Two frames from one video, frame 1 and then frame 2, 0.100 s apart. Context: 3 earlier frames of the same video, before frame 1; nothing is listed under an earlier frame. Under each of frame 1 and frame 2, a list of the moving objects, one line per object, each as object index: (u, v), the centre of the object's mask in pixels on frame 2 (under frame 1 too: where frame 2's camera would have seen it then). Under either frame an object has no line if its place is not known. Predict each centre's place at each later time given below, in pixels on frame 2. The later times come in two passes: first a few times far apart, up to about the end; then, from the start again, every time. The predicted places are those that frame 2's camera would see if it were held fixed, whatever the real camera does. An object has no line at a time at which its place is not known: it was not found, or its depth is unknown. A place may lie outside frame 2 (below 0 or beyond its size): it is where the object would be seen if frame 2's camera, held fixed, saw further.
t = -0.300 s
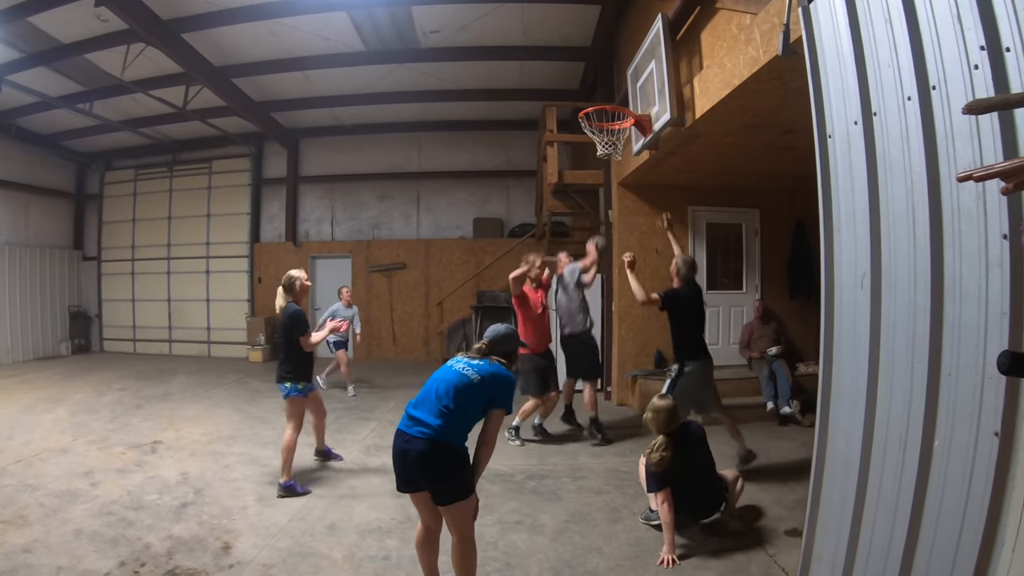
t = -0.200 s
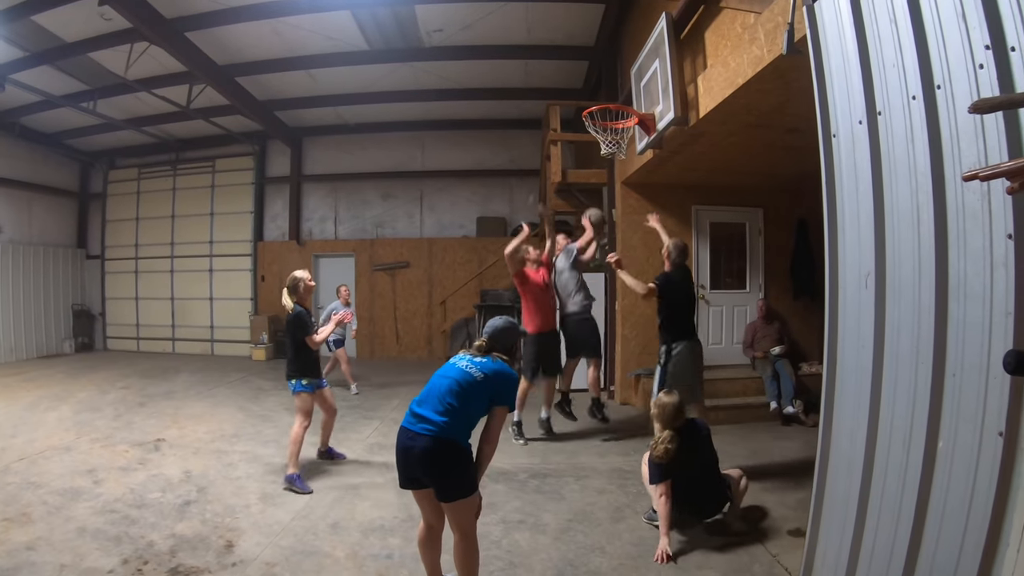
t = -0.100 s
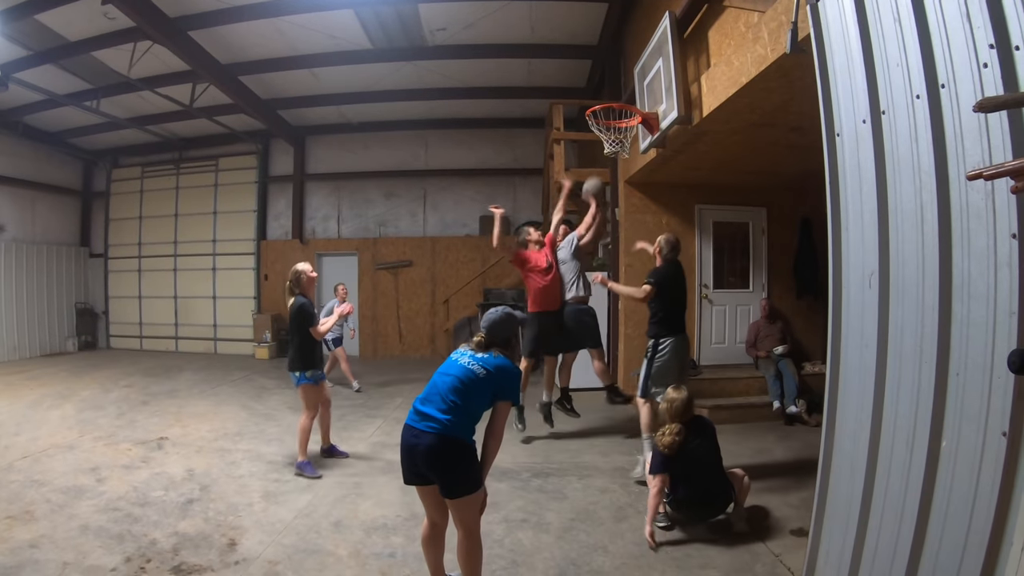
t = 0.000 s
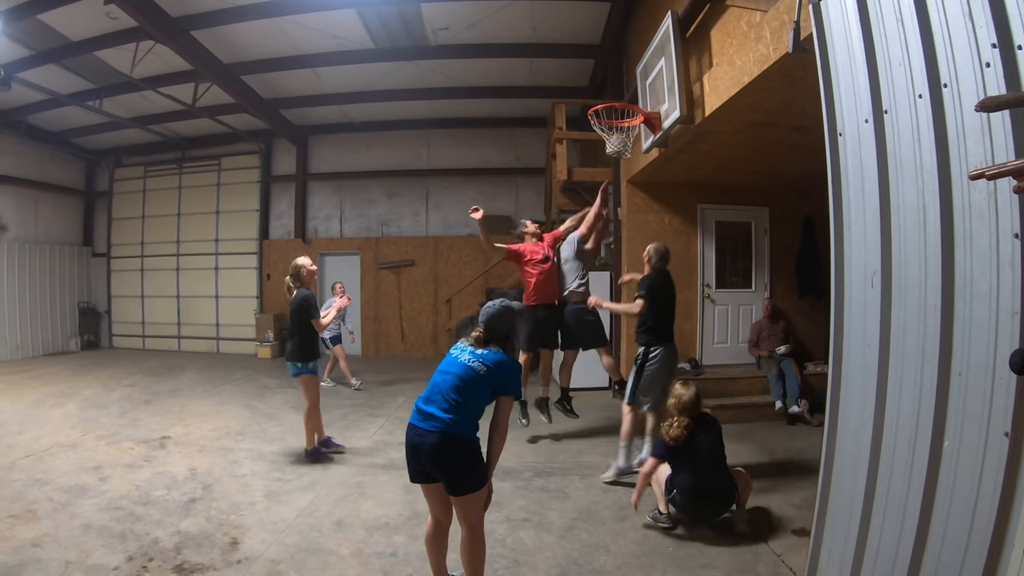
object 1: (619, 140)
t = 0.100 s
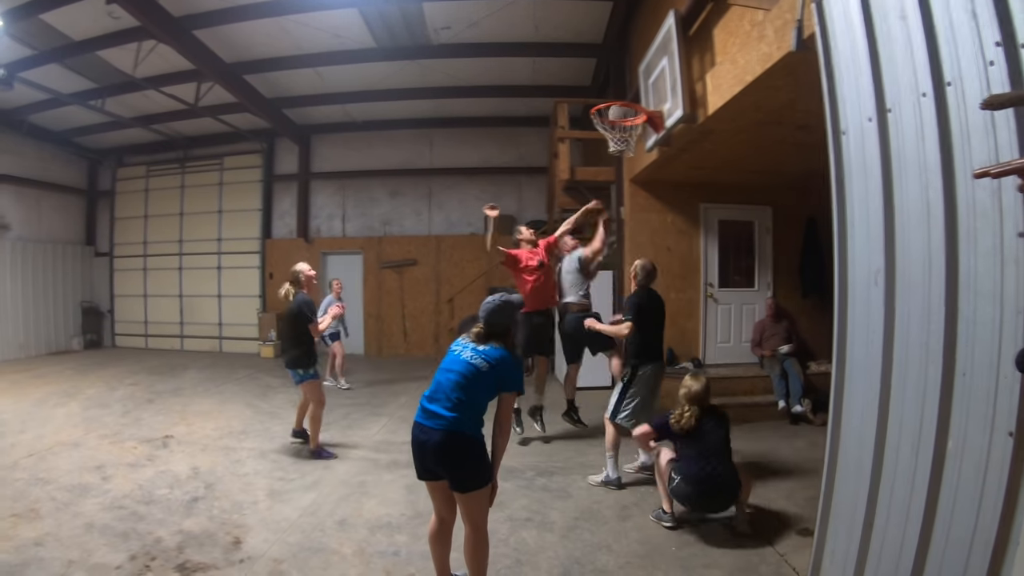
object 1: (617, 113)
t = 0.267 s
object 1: (590, 101)
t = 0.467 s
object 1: (556, 122)
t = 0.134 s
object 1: (613, 109)
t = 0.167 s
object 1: (607, 99)
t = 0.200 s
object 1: (602, 99)
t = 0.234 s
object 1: (596, 100)
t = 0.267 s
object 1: (590, 101)
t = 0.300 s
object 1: (584, 104)
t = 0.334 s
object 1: (579, 106)
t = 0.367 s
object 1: (573, 110)
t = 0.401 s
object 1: (566, 114)
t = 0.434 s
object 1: (559, 118)
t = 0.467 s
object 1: (556, 122)
